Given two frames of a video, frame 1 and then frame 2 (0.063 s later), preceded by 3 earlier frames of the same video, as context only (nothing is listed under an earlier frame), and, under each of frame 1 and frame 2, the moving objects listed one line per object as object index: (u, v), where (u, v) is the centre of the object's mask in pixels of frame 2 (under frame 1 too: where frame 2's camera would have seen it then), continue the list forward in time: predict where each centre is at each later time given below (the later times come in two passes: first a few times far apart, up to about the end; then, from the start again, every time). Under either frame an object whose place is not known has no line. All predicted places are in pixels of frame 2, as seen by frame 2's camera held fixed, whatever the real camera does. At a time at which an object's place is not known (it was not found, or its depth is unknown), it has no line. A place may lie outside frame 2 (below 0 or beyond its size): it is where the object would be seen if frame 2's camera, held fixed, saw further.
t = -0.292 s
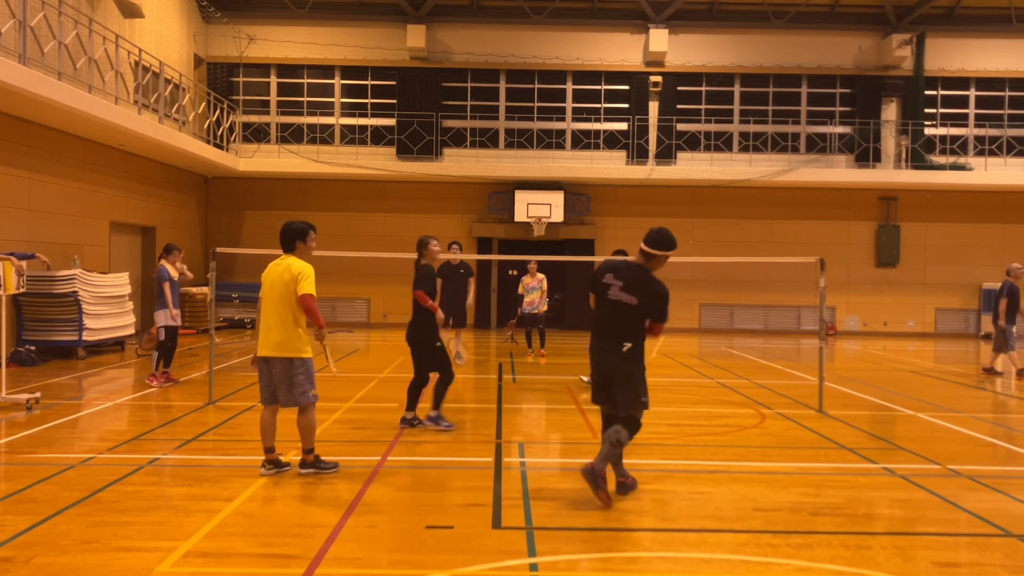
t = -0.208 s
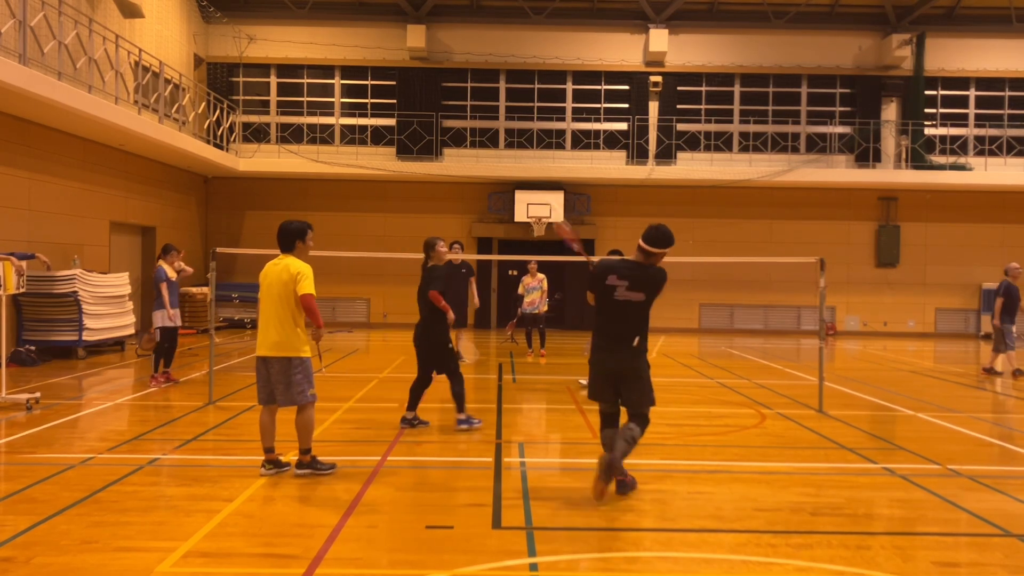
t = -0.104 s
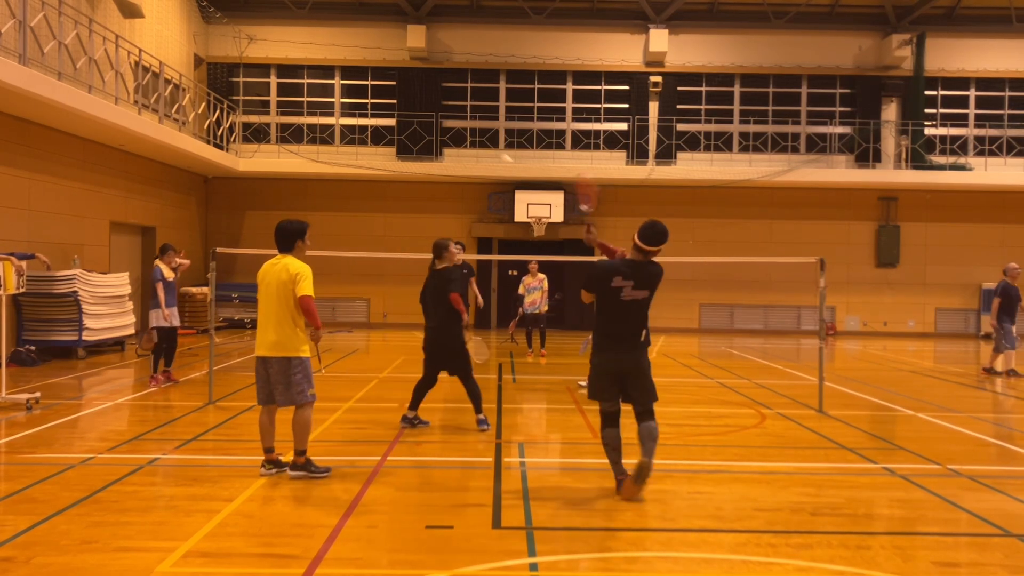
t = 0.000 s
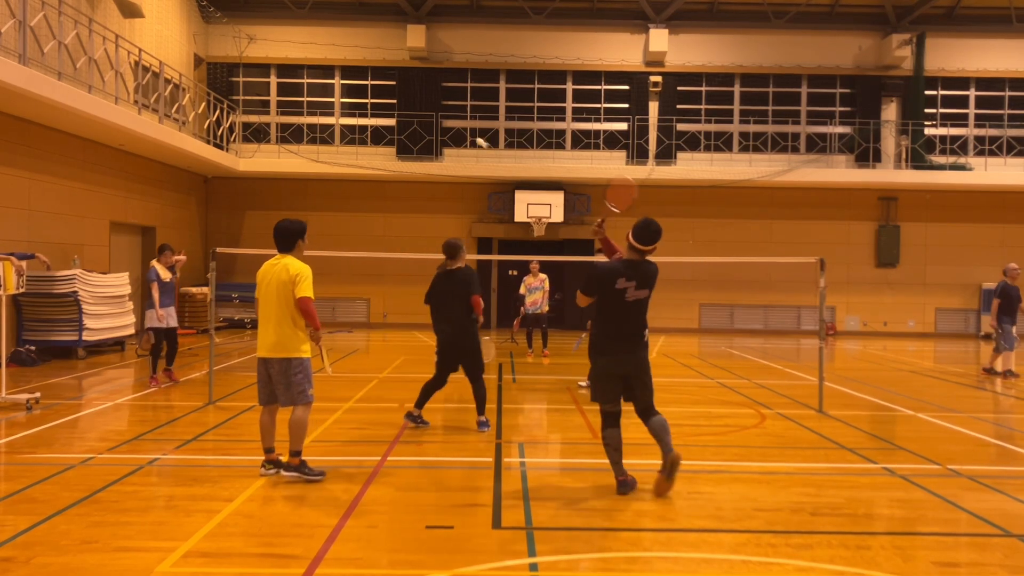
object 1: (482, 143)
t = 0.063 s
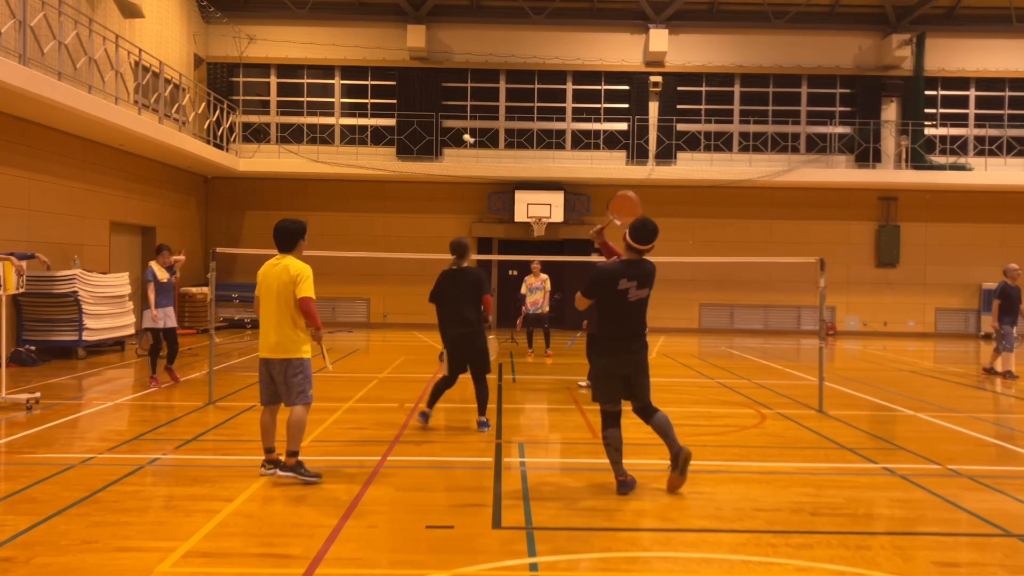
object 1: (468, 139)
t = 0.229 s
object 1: (443, 144)
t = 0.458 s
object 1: (422, 180)
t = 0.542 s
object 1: (417, 194)
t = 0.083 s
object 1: (465, 138)
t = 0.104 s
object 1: (463, 138)
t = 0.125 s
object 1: (457, 139)
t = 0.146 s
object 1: (455, 139)
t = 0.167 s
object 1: (452, 140)
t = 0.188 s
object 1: (449, 140)
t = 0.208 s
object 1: (445, 142)
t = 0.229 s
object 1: (443, 144)
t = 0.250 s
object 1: (441, 145)
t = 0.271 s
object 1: (439, 148)
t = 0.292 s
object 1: (436, 151)
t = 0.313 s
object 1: (434, 153)
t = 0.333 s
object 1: (433, 156)
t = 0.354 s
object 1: (432, 158)
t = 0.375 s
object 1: (429, 163)
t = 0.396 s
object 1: (428, 167)
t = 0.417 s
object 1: (427, 170)
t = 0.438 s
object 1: (425, 174)
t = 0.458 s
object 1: (422, 180)
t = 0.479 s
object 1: (421, 183)
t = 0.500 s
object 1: (420, 187)
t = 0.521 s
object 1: (419, 190)
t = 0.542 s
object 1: (417, 194)
